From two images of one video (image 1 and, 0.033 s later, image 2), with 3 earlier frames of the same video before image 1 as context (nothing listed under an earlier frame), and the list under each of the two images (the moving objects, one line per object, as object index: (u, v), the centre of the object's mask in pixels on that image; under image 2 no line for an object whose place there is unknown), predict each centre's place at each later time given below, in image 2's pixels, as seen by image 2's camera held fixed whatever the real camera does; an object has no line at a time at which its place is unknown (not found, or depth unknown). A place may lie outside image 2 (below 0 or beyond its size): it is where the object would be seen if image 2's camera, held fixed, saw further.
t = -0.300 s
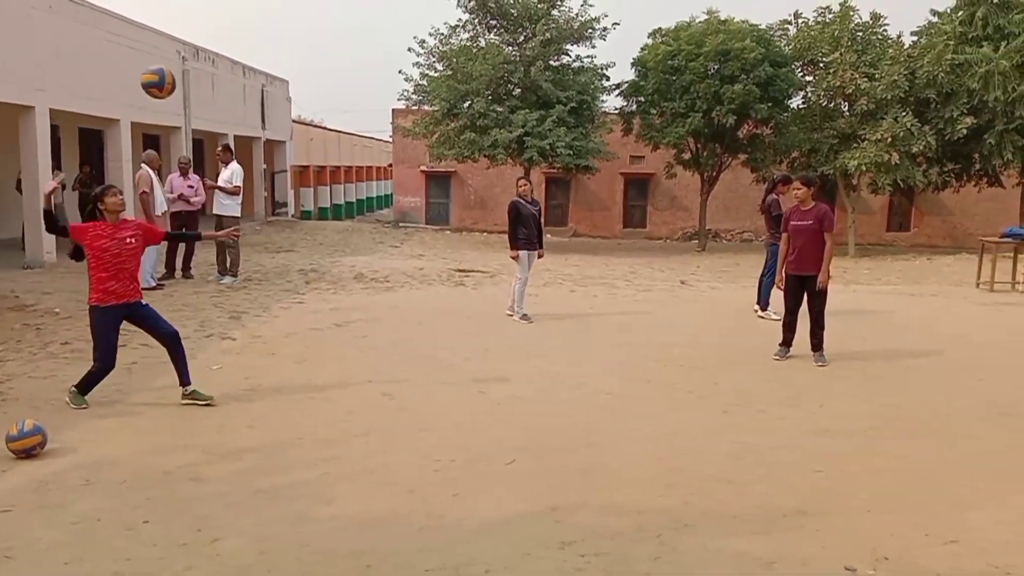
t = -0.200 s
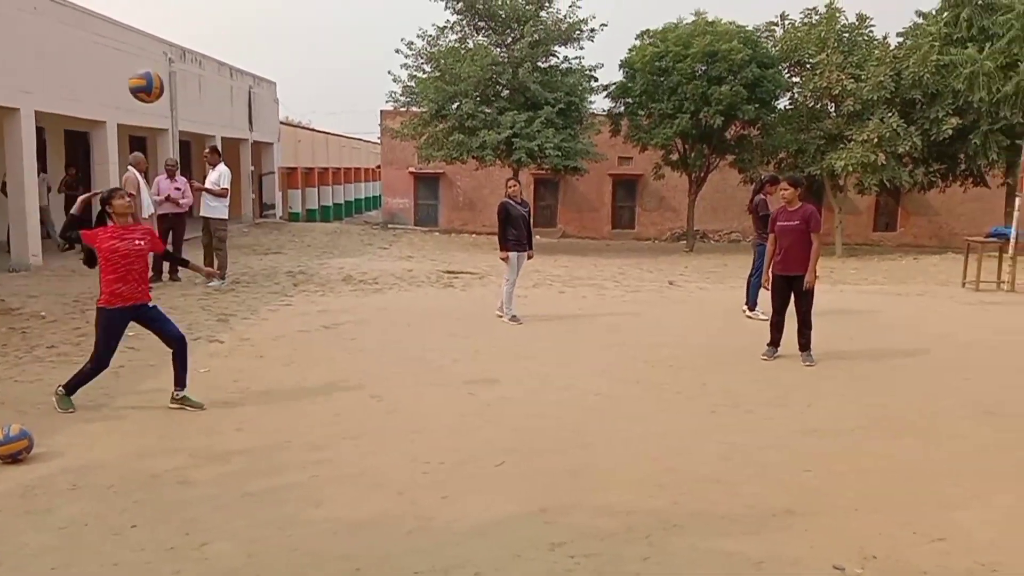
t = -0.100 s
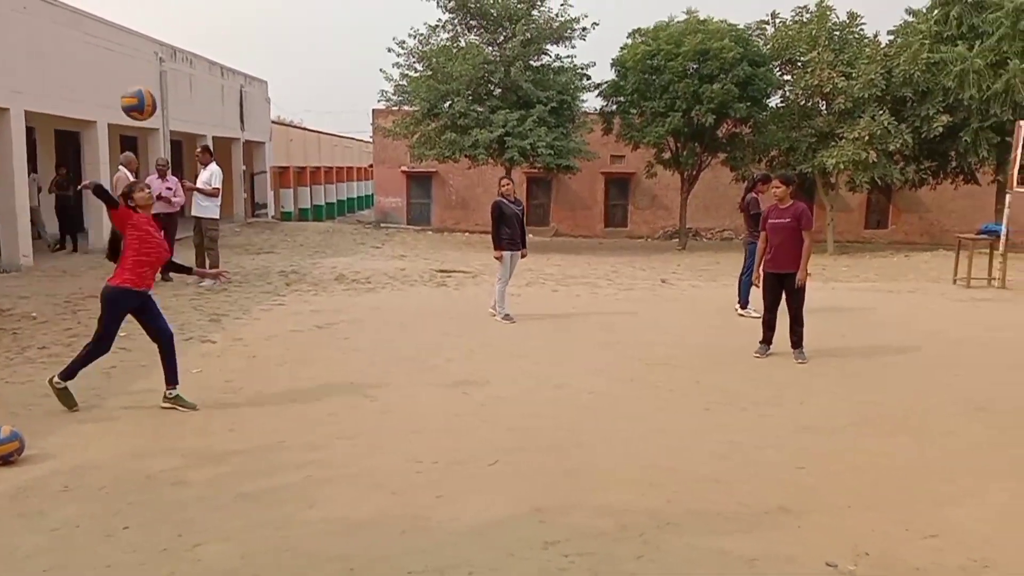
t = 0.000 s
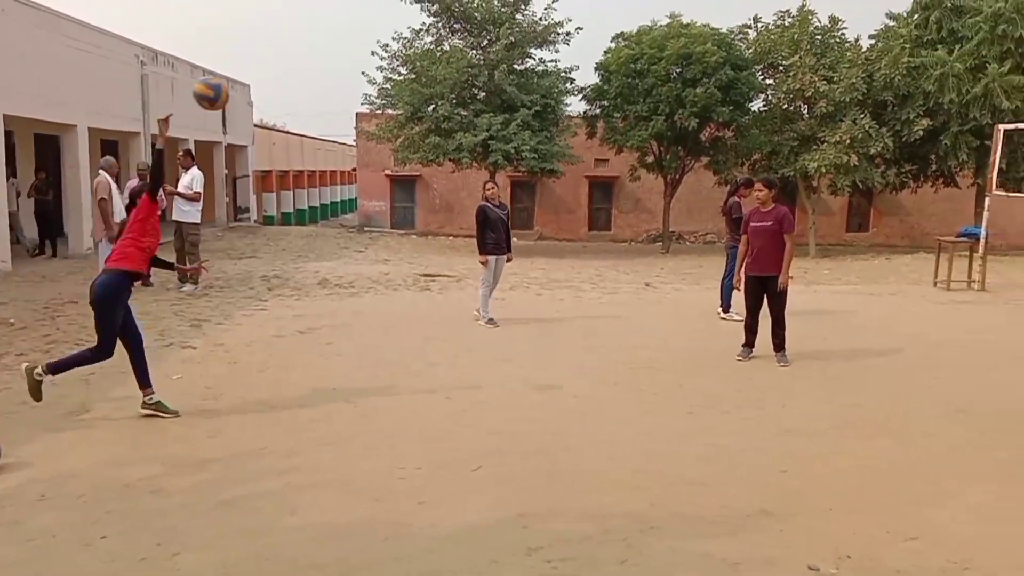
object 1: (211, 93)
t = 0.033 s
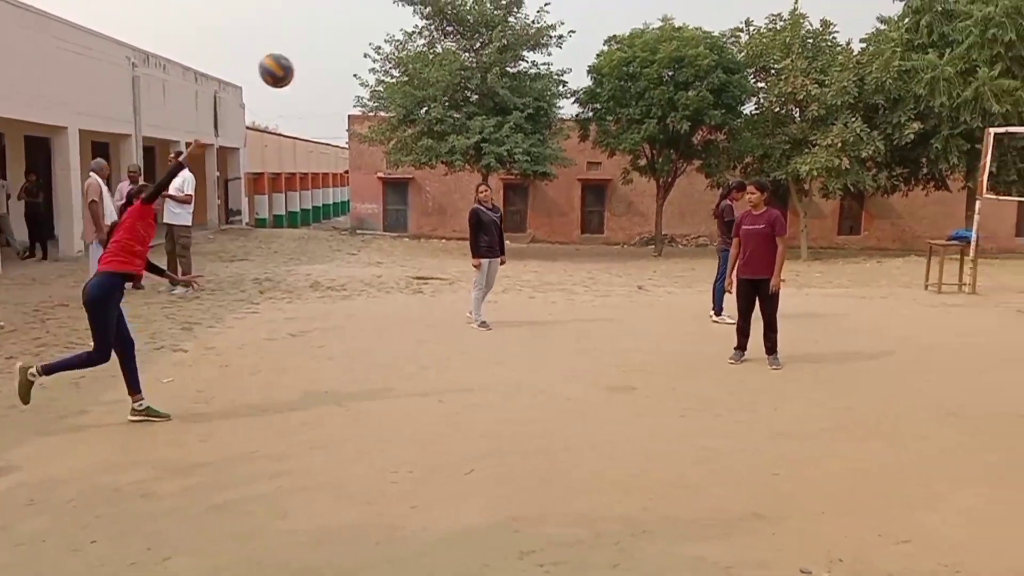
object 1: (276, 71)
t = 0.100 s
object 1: (424, 25)
